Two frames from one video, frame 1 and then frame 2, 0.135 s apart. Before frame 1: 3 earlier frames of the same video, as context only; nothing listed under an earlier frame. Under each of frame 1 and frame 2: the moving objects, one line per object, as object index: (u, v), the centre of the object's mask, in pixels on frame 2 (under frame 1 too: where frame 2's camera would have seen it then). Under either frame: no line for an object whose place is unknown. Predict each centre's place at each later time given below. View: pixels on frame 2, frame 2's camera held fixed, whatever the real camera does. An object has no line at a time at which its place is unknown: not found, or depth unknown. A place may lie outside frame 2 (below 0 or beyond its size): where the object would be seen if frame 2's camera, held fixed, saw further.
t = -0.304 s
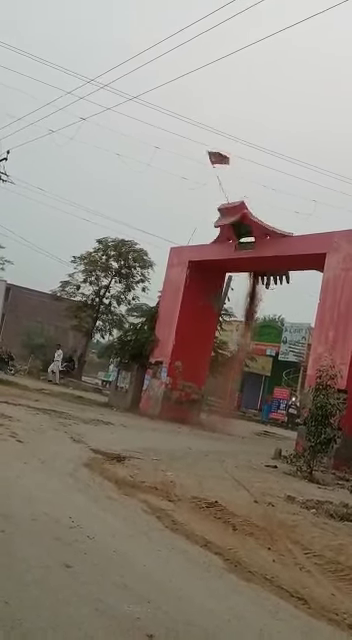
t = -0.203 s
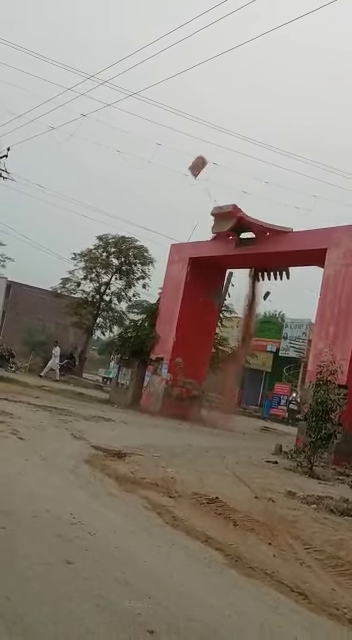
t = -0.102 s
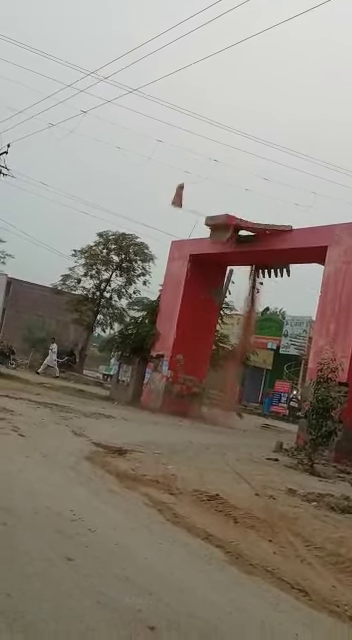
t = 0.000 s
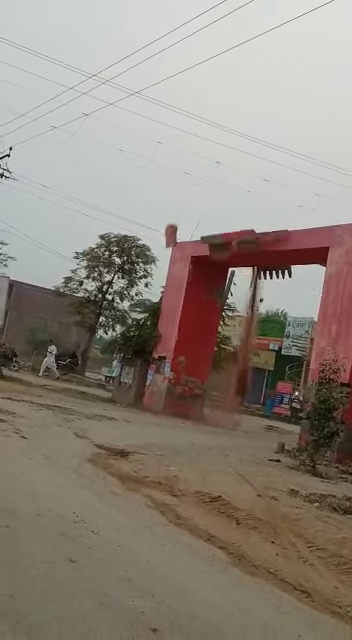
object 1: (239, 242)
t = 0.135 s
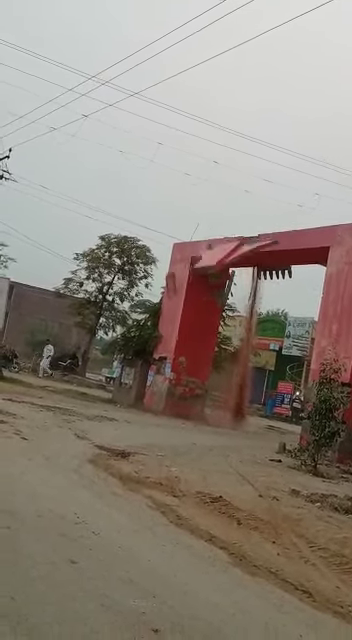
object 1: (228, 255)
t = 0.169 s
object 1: (225, 259)
